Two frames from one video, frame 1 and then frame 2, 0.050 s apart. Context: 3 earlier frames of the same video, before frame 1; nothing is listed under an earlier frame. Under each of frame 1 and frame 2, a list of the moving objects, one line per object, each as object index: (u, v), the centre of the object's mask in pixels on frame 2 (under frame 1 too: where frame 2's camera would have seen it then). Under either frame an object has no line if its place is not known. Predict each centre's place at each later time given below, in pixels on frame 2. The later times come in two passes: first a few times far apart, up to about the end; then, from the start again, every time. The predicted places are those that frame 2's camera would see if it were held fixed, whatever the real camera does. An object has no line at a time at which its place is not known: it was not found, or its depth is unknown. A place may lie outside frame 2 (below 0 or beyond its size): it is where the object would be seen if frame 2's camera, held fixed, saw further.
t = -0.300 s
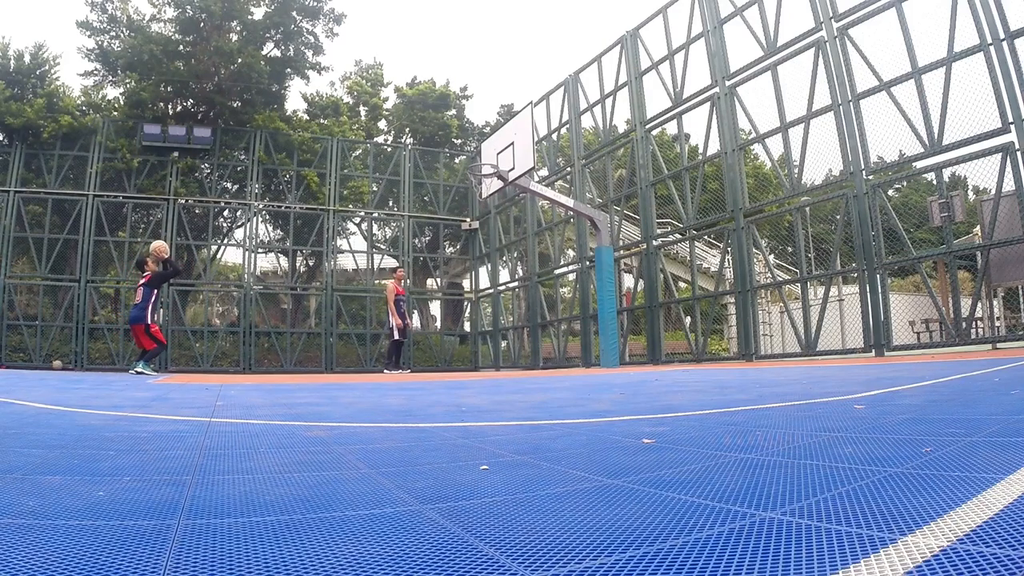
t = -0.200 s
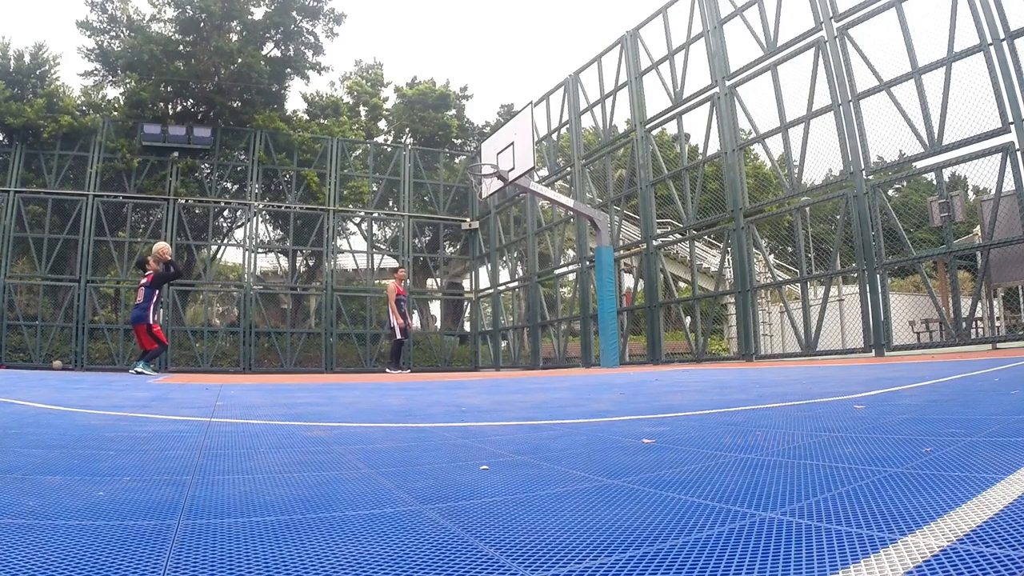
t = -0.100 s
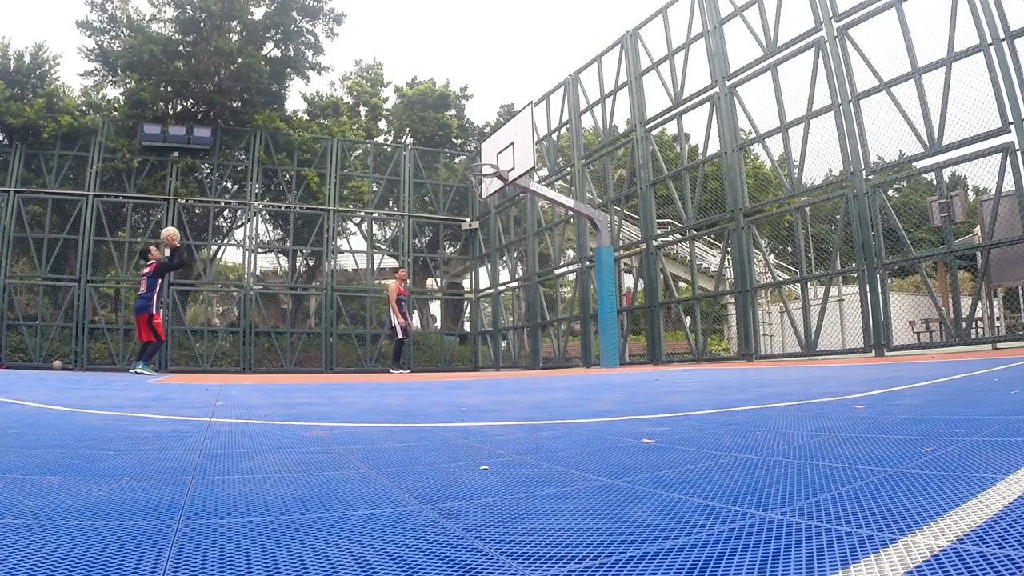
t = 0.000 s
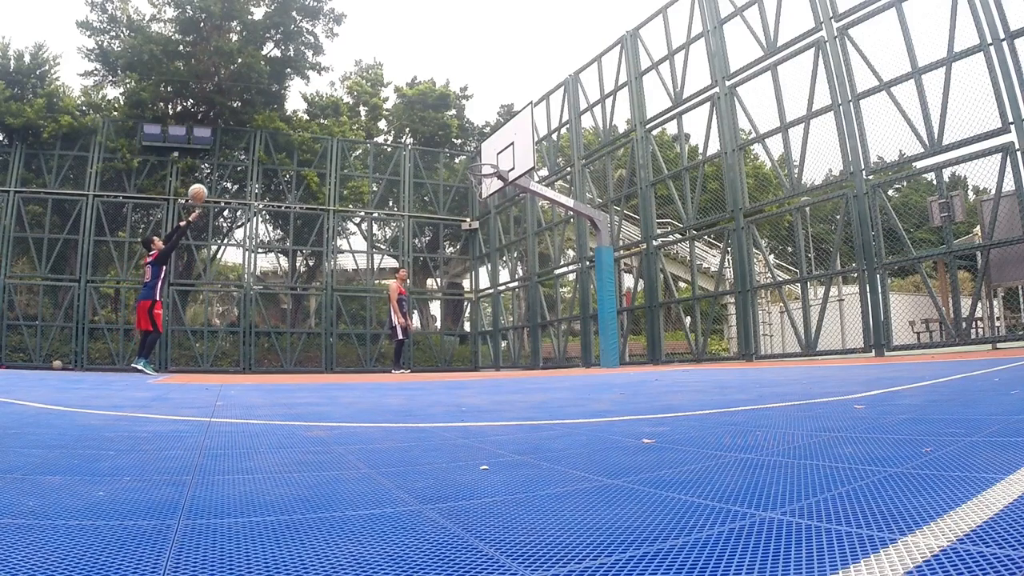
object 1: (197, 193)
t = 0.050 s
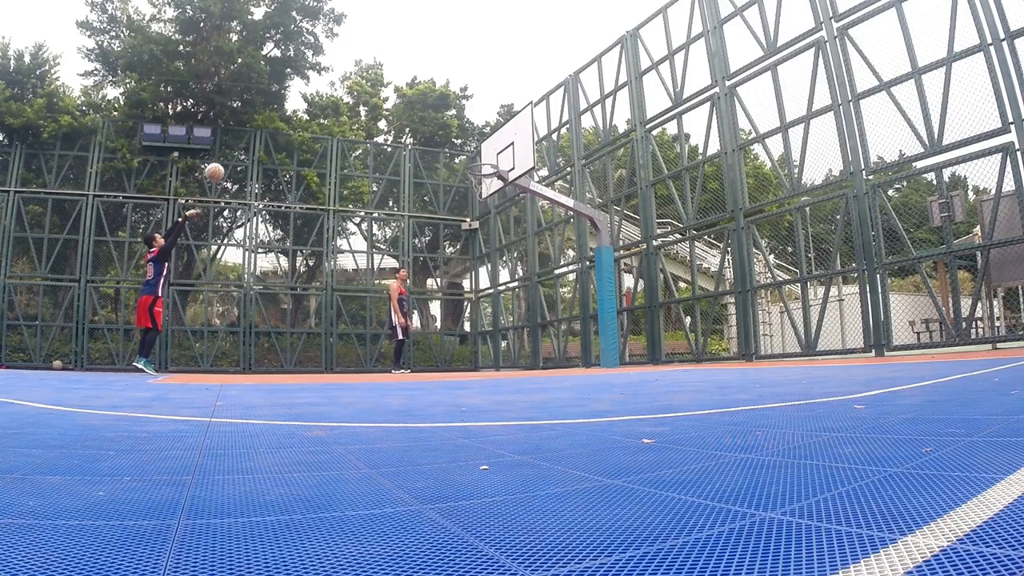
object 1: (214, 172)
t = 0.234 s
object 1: (273, 117)
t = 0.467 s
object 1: (339, 84)
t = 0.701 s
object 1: (397, 89)
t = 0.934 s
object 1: (451, 124)
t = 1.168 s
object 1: (489, 176)
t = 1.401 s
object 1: (476, 187)
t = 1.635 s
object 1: (475, 191)
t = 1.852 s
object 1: (486, 214)
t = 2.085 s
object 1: (499, 276)
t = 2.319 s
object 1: (511, 354)
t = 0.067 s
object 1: (220, 166)
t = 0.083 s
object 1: (225, 160)
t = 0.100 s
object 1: (231, 154)
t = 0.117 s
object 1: (236, 148)
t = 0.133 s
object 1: (242, 143)
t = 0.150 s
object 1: (247, 138)
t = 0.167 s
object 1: (252, 133)
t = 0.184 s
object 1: (258, 129)
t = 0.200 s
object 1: (263, 124)
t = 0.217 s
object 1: (268, 120)
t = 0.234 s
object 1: (273, 117)
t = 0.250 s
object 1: (278, 113)
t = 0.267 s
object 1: (283, 110)
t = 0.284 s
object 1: (288, 107)
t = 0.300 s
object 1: (292, 104)
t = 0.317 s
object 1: (298, 101)
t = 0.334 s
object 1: (303, 98)
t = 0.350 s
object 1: (307, 96)
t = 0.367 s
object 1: (312, 95)
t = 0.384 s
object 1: (316, 93)
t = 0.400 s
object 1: (321, 91)
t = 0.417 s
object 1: (325, 89)
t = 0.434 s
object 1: (330, 87)
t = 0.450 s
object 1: (335, 86)
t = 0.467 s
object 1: (339, 84)
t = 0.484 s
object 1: (344, 84)
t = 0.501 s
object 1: (347, 83)
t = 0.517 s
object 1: (352, 82)
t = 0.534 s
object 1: (355, 82)
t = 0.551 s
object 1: (360, 82)
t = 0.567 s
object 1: (365, 81)
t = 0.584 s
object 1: (369, 82)
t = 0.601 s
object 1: (373, 82)
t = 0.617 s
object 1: (377, 83)
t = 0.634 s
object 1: (381, 84)
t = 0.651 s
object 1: (385, 85)
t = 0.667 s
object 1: (389, 86)
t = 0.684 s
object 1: (393, 87)
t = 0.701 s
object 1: (397, 89)
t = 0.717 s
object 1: (401, 90)
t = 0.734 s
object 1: (405, 92)
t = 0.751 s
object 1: (409, 93)
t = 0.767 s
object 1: (413, 95)
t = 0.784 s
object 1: (417, 97)
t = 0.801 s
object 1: (421, 100)
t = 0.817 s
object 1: (425, 102)
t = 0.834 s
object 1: (429, 105)
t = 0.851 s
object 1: (433, 107)
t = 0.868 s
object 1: (436, 110)
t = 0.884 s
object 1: (440, 114)
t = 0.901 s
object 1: (443, 117)
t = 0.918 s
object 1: (448, 120)
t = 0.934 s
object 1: (451, 124)
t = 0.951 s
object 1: (455, 128)
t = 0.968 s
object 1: (459, 132)
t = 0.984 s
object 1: (463, 136)
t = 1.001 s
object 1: (467, 141)
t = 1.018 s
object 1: (470, 145)
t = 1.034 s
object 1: (474, 149)
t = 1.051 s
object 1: (477, 154)
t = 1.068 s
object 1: (481, 159)
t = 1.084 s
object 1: (485, 165)
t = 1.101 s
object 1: (488, 170)
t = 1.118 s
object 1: (490, 172)
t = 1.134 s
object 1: (490, 173)
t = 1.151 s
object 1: (489, 175)
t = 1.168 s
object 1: (489, 176)
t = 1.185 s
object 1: (488, 176)
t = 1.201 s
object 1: (488, 177)
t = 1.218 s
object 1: (486, 182)
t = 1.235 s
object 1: (485, 183)
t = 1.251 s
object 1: (485, 183)
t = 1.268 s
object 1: (484, 184)
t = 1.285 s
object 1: (482, 185)
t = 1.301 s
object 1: (482, 185)
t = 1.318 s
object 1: (481, 186)
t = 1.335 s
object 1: (480, 186)
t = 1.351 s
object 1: (478, 187)
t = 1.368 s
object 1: (478, 187)
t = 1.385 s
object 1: (477, 187)
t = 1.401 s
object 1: (476, 187)
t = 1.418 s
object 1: (476, 187)
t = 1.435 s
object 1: (475, 187)
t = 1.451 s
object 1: (475, 187)
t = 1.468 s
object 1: (475, 188)
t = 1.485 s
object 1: (475, 188)
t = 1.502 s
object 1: (474, 188)
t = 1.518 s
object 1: (474, 188)
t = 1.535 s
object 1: (474, 188)
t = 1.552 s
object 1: (474, 188)
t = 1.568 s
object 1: (474, 189)
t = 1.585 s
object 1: (474, 189)
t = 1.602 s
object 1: (475, 189)
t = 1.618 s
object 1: (475, 190)
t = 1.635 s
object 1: (475, 191)
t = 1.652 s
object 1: (476, 192)
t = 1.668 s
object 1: (477, 193)
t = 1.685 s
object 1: (478, 194)
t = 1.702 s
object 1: (479, 195)
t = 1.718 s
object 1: (479, 196)
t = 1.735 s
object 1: (480, 198)
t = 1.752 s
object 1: (481, 200)
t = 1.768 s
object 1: (482, 202)
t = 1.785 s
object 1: (483, 204)
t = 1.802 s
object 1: (484, 206)
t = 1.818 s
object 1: (485, 209)
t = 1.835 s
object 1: (486, 211)
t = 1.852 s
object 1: (486, 214)
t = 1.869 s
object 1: (487, 217)
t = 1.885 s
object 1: (488, 221)
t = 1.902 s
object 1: (489, 224)
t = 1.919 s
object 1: (490, 228)
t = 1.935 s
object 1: (491, 231)
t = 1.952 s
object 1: (492, 236)
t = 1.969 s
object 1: (493, 241)
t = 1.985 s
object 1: (493, 245)
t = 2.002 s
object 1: (494, 249)
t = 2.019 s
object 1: (495, 254)
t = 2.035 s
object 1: (496, 259)
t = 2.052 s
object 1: (497, 265)
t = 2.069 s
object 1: (498, 270)
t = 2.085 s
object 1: (499, 276)
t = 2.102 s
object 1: (499, 283)
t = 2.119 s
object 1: (501, 289)
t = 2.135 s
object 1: (502, 295)
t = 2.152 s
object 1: (503, 302)
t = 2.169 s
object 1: (503, 309)
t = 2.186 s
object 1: (504, 316)
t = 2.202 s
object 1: (506, 324)
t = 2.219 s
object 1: (507, 331)
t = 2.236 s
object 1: (508, 339)
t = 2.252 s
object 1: (509, 348)
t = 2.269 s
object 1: (509, 356)
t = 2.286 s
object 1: (511, 364)
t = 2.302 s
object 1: (511, 360)
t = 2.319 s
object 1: (511, 354)
